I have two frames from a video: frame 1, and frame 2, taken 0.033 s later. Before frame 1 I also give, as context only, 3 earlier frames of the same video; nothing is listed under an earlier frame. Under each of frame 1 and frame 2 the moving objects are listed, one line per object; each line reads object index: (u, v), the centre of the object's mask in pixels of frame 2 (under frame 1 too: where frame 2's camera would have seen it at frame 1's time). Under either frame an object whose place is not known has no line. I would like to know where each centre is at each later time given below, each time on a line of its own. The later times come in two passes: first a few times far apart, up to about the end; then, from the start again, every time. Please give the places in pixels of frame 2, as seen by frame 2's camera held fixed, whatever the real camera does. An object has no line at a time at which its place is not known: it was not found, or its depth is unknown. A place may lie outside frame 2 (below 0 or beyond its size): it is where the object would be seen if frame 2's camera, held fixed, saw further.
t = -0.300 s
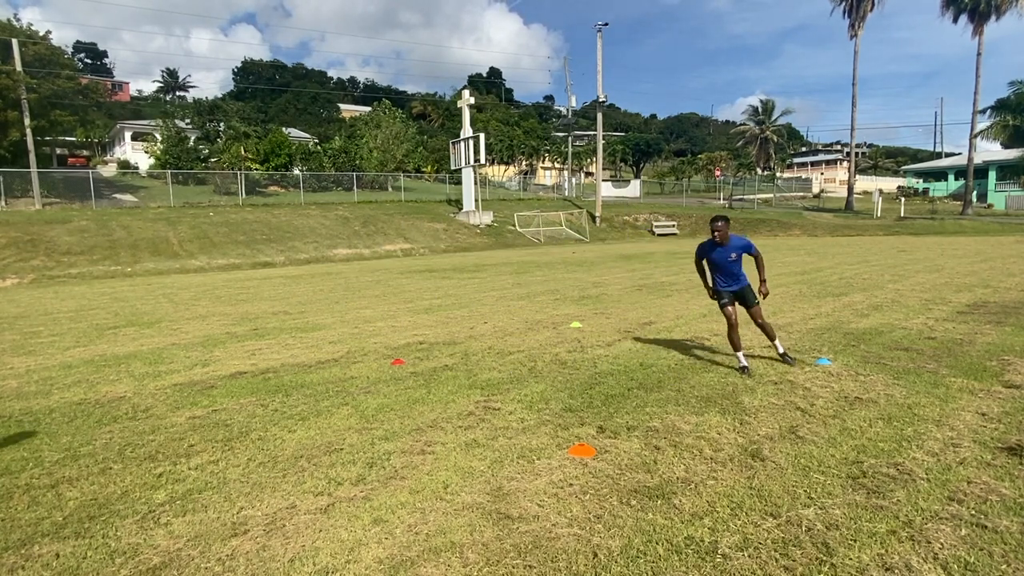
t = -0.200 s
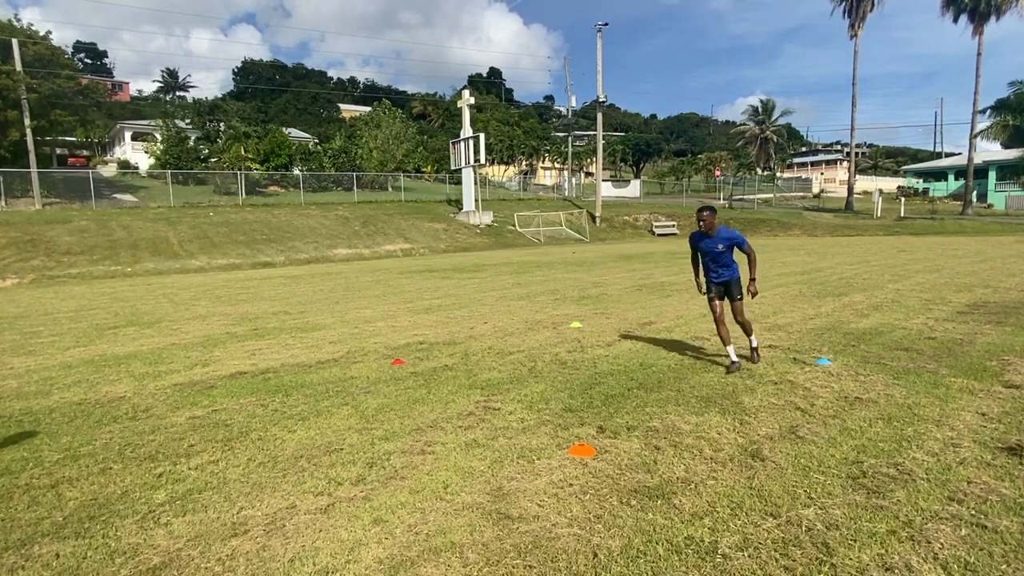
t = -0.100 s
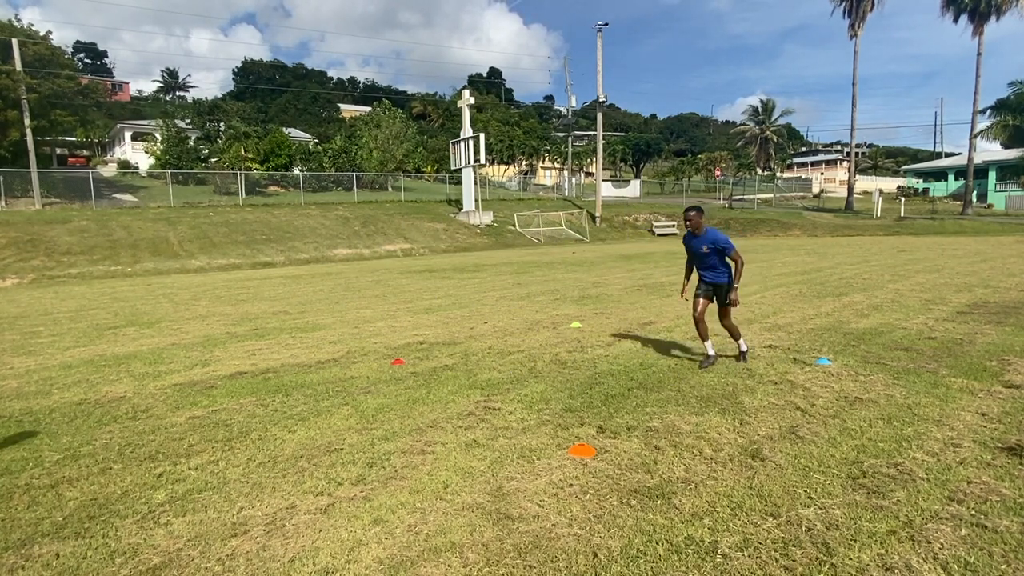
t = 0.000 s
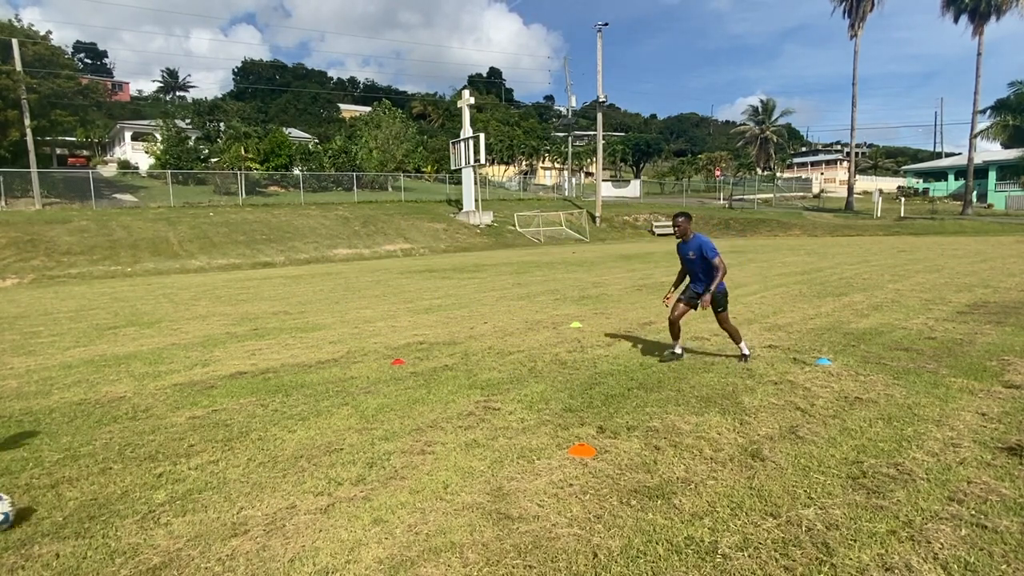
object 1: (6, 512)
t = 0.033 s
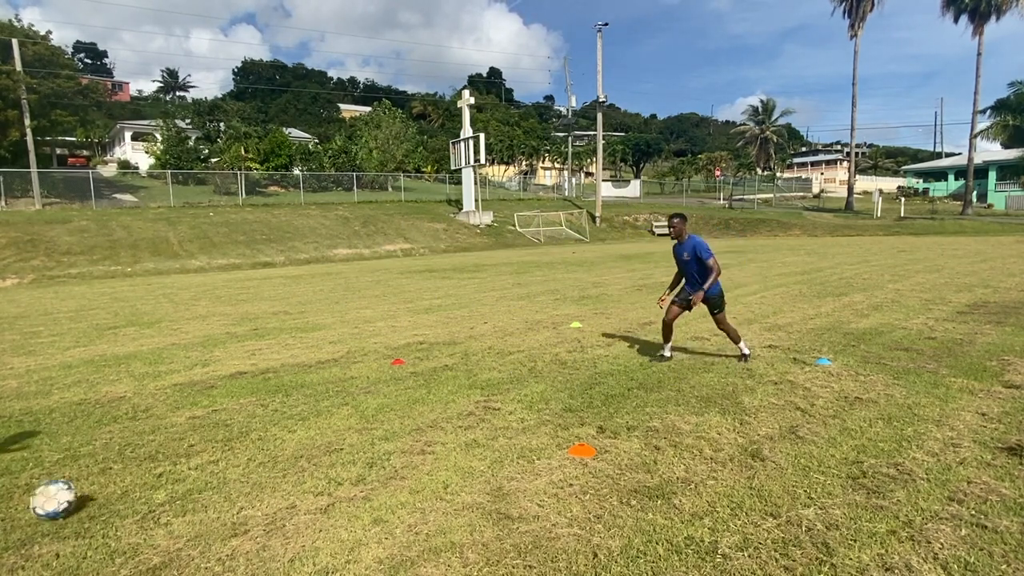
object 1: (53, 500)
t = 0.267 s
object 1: (364, 435)
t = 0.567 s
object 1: (554, 390)
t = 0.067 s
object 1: (112, 487)
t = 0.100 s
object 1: (165, 477)
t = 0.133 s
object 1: (215, 469)
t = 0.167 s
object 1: (259, 460)
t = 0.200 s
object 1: (297, 451)
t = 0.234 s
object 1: (331, 442)
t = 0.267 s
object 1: (364, 435)
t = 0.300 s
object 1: (394, 428)
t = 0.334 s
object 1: (421, 423)
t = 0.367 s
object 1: (444, 417)
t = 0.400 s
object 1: (466, 410)
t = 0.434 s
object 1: (486, 406)
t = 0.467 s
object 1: (506, 402)
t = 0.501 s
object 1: (524, 398)
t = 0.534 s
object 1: (540, 395)
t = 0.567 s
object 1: (554, 390)
